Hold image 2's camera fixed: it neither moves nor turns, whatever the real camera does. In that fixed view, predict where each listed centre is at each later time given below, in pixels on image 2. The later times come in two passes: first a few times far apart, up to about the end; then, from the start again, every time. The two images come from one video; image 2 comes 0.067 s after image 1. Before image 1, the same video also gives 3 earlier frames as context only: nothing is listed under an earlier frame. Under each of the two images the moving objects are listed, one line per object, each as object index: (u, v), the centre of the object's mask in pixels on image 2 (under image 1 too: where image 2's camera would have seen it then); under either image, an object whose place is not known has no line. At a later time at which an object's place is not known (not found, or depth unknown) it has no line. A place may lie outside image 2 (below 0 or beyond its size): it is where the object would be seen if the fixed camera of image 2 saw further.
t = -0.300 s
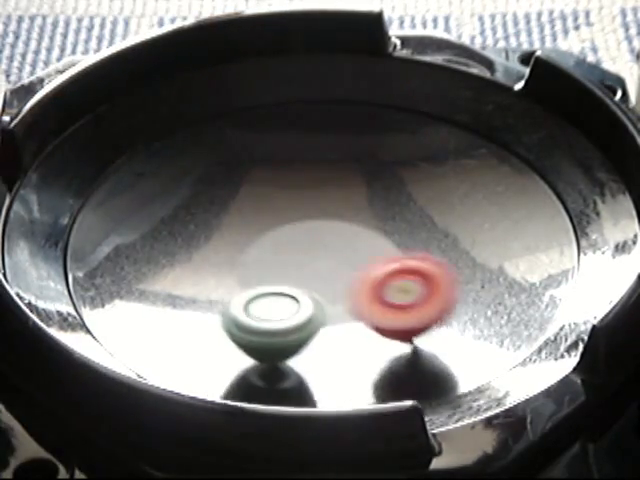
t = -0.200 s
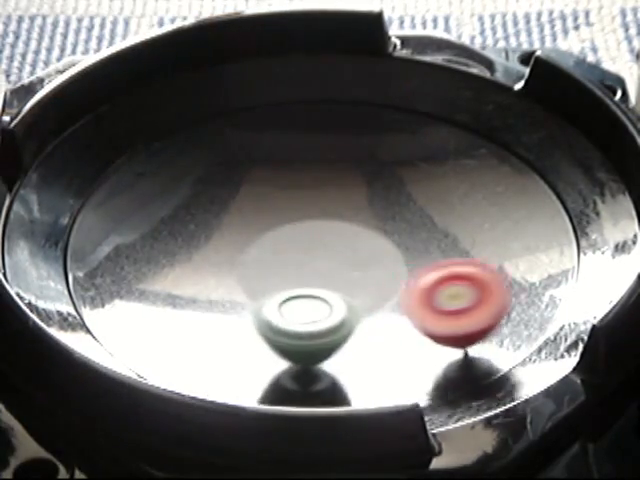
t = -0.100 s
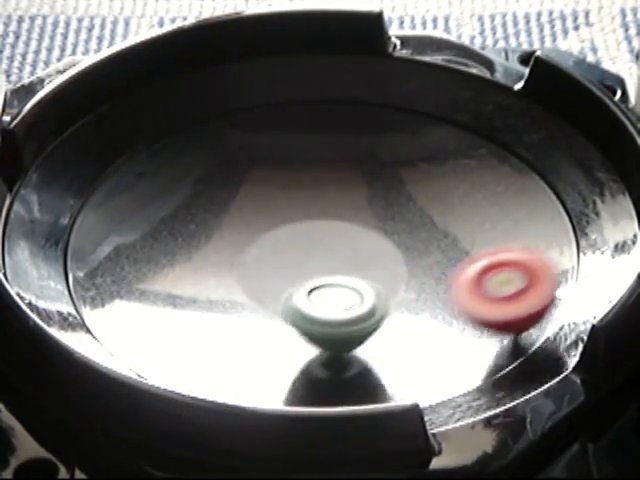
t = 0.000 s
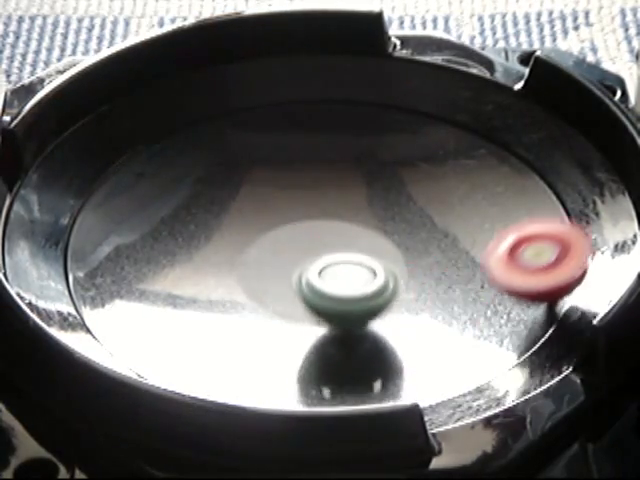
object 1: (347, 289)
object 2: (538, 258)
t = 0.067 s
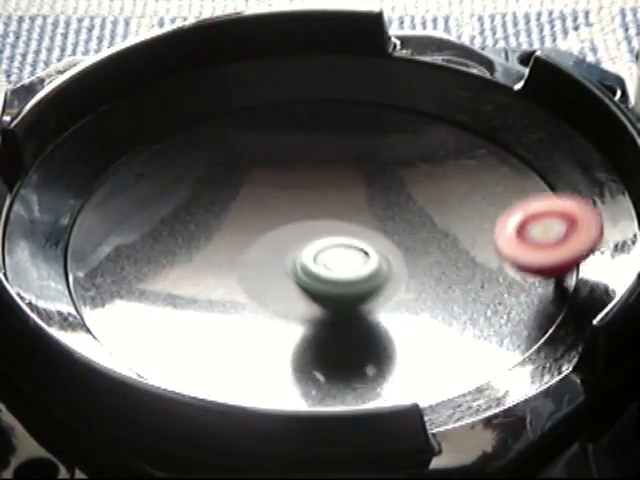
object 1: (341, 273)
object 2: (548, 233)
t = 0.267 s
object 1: (277, 234)
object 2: (475, 179)
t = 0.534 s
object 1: (159, 229)
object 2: (281, 201)
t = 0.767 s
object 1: (126, 278)
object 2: (266, 284)
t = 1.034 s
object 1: (243, 304)
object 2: (429, 331)
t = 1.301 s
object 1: (314, 230)
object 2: (490, 237)
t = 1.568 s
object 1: (230, 136)
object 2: (392, 181)
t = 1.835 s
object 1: (169, 159)
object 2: (321, 218)
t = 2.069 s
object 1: (234, 218)
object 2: (300, 279)
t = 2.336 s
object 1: (347, 195)
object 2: (387, 307)
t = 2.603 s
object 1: (388, 157)
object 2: (420, 259)
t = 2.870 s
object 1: (365, 157)
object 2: (340, 228)
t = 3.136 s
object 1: (363, 197)
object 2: (251, 236)
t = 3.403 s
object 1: (412, 236)
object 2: (216, 264)
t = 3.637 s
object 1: (430, 248)
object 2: (264, 279)
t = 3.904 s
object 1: (414, 251)
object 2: (290, 247)
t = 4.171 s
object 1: (370, 269)
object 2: (287, 211)
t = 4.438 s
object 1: (338, 287)
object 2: (284, 181)
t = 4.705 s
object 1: (306, 288)
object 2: (275, 176)
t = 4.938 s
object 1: (278, 277)
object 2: (283, 187)
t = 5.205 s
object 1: (266, 267)
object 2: (324, 193)
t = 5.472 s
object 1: (257, 251)
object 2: (367, 205)
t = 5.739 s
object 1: (262, 235)
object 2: (400, 219)
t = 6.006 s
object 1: (275, 220)
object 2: (401, 223)
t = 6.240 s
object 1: (291, 210)
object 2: (390, 240)
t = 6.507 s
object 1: (316, 202)
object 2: (368, 260)
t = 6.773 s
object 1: (344, 202)
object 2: (338, 276)
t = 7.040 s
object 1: (367, 214)
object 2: (307, 280)
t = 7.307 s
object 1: (381, 231)
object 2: (282, 274)
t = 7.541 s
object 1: (380, 245)
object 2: (267, 262)
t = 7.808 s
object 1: (368, 262)
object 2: (260, 242)
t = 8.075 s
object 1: (304, 289)
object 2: (250, 218)
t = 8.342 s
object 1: (313, 300)
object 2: (258, 201)
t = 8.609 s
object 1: (310, 260)
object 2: (288, 178)
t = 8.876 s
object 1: (239, 230)
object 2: (304, 162)
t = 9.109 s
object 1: (208, 238)
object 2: (309, 173)
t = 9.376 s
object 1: (284, 257)
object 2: (354, 194)
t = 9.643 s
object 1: (311, 246)
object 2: (412, 208)
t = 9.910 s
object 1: (259, 234)
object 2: (447, 228)
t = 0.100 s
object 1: (334, 265)
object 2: (547, 221)
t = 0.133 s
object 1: (325, 258)
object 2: (541, 210)
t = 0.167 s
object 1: (314, 251)
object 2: (531, 200)
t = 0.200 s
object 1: (302, 245)
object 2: (516, 191)
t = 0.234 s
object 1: (290, 239)
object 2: (497, 184)
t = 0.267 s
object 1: (277, 234)
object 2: (475, 179)
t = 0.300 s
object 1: (264, 229)
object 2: (450, 176)
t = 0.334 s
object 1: (251, 224)
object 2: (421, 175)
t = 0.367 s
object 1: (237, 221)
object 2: (391, 177)
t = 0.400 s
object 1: (225, 219)
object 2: (360, 180)
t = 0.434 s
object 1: (213, 220)
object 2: (330, 185)
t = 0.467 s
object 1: (202, 221)
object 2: (303, 190)
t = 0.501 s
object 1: (178, 224)
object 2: (291, 195)
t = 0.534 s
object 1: (159, 229)
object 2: (281, 201)
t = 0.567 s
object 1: (146, 235)
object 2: (271, 209)
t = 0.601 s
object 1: (138, 241)
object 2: (263, 218)
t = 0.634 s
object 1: (135, 249)
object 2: (255, 229)
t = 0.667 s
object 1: (135, 257)
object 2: (248, 242)
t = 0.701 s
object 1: (133, 264)
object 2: (247, 255)
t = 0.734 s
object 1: (127, 271)
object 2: (256, 269)
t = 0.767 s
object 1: (126, 278)
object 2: (266, 284)
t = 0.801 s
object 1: (132, 285)
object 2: (280, 297)
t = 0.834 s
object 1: (139, 291)
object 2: (295, 309)
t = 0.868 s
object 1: (152, 297)
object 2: (313, 318)
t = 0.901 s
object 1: (168, 302)
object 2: (333, 326)
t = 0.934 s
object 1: (186, 305)
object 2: (356, 331)
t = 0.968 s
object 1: (204, 307)
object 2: (378, 334)
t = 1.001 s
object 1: (224, 307)
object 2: (403, 334)
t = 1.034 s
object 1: (243, 304)
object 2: (429, 331)
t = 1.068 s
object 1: (260, 300)
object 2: (451, 325)
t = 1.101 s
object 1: (275, 292)
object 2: (469, 317)
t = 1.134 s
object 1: (288, 285)
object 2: (484, 307)
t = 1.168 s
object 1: (298, 275)
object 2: (495, 294)
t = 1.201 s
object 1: (305, 263)
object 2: (500, 281)
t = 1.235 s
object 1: (310, 252)
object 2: (502, 266)
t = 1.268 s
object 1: (313, 241)
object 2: (498, 251)
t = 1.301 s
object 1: (314, 230)
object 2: (490, 237)
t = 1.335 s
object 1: (314, 218)
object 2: (477, 223)
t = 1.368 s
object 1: (314, 207)
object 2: (460, 211)
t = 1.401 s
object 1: (312, 195)
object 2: (439, 199)
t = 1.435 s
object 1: (307, 184)
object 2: (415, 190)
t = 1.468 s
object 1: (296, 172)
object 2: (395, 182)
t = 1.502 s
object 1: (273, 157)
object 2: (395, 180)
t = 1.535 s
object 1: (249, 144)
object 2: (394, 179)
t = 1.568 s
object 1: (230, 136)
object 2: (392, 181)
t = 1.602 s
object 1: (215, 130)
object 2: (386, 182)
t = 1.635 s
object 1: (201, 127)
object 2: (378, 185)
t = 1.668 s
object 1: (190, 127)
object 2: (369, 190)
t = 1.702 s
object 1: (182, 130)
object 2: (358, 194)
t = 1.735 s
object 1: (174, 135)
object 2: (349, 200)
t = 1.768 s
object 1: (170, 141)
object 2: (339, 206)
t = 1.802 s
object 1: (168, 150)
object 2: (330, 212)
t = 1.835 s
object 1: (169, 159)
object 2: (321, 218)
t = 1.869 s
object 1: (174, 170)
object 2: (313, 225)
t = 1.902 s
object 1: (181, 183)
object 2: (305, 232)
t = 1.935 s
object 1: (190, 194)
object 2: (297, 239)
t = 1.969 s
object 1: (203, 205)
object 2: (291, 245)
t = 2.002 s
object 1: (211, 212)
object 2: (293, 256)
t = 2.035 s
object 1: (221, 215)
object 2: (296, 268)
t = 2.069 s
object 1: (234, 218)
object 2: (300, 279)
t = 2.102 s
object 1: (248, 220)
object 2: (305, 288)
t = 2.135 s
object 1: (262, 219)
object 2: (312, 295)
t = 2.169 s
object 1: (275, 216)
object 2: (322, 302)
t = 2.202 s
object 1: (290, 212)
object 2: (334, 306)
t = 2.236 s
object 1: (304, 208)
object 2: (347, 309)
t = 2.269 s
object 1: (318, 204)
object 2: (359, 310)
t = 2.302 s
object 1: (332, 199)
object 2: (374, 309)
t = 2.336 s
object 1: (347, 195)
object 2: (387, 307)
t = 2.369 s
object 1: (360, 190)
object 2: (398, 304)
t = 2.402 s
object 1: (370, 185)
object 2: (409, 299)
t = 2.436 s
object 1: (377, 180)
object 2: (417, 294)
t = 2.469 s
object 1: (381, 176)
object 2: (423, 287)
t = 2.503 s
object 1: (385, 171)
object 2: (426, 280)
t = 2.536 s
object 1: (387, 165)
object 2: (426, 273)
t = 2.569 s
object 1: (388, 160)
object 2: (424, 266)
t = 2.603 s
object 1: (388, 157)
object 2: (420, 259)
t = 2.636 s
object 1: (387, 154)
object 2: (414, 252)
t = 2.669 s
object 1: (385, 151)
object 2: (406, 246)
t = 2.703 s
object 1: (382, 150)
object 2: (396, 240)
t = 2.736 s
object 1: (379, 149)
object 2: (385, 236)
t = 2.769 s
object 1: (374, 150)
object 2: (375, 232)
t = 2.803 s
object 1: (371, 152)
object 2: (363, 230)
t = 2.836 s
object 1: (368, 154)
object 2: (353, 229)
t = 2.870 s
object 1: (365, 157)
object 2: (340, 228)
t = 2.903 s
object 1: (362, 161)
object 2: (329, 227)
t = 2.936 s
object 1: (362, 165)
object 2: (318, 228)
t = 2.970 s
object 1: (362, 170)
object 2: (306, 228)
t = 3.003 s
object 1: (362, 176)
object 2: (295, 229)
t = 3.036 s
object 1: (362, 183)
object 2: (284, 230)
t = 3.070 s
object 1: (361, 189)
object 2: (272, 232)
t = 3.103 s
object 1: (362, 193)
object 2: (261, 234)
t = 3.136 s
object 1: (363, 197)
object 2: (251, 236)
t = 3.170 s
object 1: (367, 201)
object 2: (240, 238)
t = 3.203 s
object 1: (373, 207)
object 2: (231, 241)
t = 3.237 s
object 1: (379, 212)
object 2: (224, 244)
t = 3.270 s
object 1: (387, 216)
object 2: (220, 247)
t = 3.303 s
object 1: (396, 223)
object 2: (216, 251)
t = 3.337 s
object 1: (403, 228)
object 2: (214, 255)
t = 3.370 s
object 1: (409, 232)
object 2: (214, 259)
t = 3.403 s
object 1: (412, 236)
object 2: (216, 264)
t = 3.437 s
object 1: (415, 239)
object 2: (219, 268)
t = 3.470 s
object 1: (417, 241)
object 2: (224, 272)
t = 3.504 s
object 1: (418, 241)
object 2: (230, 275)
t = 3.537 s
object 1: (421, 244)
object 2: (238, 277)
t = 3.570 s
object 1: (424, 245)
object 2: (247, 279)
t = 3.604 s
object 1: (427, 247)
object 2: (255, 279)
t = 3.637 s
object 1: (430, 248)
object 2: (264, 279)
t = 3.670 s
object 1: (433, 249)
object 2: (272, 277)
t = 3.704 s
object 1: (434, 250)
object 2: (280, 274)
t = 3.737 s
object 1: (434, 251)
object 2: (285, 271)
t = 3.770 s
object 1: (433, 250)
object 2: (288, 266)
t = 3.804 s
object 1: (429, 250)
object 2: (289, 261)
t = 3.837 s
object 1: (425, 250)
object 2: (290, 256)
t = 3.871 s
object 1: (420, 250)
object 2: (290, 251)
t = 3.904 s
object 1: (414, 251)
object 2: (290, 247)
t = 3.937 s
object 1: (409, 251)
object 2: (290, 242)
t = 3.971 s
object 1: (403, 252)
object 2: (290, 237)
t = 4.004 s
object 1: (396, 252)
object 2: (290, 233)
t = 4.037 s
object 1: (392, 253)
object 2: (290, 228)
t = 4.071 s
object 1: (389, 256)
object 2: (289, 224)
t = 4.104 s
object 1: (384, 259)
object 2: (288, 219)
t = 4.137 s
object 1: (378, 265)
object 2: (287, 215)
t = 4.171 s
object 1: (370, 269)
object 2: (287, 211)
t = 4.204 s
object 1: (364, 274)
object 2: (287, 206)
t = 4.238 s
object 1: (358, 277)
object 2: (286, 202)
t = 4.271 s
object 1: (353, 282)
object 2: (286, 198)
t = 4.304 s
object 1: (350, 285)
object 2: (286, 194)
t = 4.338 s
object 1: (346, 287)
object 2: (286, 191)
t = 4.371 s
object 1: (344, 288)
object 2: (286, 187)
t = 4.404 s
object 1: (341, 288)
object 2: (286, 184)
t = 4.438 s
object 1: (338, 287)
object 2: (284, 181)
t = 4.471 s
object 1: (336, 286)
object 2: (283, 180)
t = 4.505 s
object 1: (333, 286)
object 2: (281, 178)
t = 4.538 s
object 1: (331, 286)
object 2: (279, 176)
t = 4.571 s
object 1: (328, 285)
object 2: (277, 176)
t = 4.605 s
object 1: (327, 286)
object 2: (276, 175)
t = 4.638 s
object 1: (322, 287)
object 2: (275, 175)
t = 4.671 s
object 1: (315, 288)
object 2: (275, 175)
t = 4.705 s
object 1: (306, 288)
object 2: (275, 176)
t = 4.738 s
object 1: (300, 288)
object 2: (275, 177)
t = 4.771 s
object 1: (294, 287)
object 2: (276, 178)
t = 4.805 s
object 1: (289, 286)
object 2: (277, 180)
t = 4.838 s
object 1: (286, 284)
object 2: (278, 181)
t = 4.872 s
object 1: (282, 281)
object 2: (280, 183)
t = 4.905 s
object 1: (279, 279)
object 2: (281, 184)
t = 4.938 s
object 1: (278, 277)
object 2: (283, 187)
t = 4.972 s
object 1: (277, 276)
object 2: (286, 188)
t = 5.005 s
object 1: (276, 275)
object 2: (291, 188)
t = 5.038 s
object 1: (274, 273)
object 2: (296, 189)
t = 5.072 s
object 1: (272, 272)
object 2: (302, 190)
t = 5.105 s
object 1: (270, 271)
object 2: (308, 190)
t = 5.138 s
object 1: (269, 270)
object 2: (313, 191)
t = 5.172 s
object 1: (268, 269)
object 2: (319, 192)
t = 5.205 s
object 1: (266, 267)
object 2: (324, 193)
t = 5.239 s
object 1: (264, 266)
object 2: (329, 194)
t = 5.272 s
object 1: (262, 264)
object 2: (335, 196)
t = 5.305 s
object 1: (261, 262)
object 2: (340, 197)
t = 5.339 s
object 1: (259, 260)
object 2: (346, 198)
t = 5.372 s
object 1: (258, 258)
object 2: (351, 200)
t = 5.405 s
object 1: (258, 256)
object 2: (357, 202)
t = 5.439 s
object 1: (257, 254)
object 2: (361, 203)
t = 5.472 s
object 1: (257, 251)
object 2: (367, 205)
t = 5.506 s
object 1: (256, 249)
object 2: (372, 206)
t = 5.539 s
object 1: (257, 247)
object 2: (376, 208)
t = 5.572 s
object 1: (257, 245)
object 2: (381, 210)
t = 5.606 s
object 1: (258, 243)
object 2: (385, 212)
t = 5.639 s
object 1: (258, 241)
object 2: (389, 214)
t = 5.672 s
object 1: (259, 239)
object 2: (393, 216)
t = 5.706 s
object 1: (260, 236)
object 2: (397, 218)
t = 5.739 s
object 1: (262, 235)
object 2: (400, 219)
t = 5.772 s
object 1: (263, 233)
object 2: (401, 220)
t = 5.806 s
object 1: (265, 231)
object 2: (403, 221)
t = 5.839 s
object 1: (266, 229)
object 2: (403, 221)
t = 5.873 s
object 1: (268, 227)
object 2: (403, 221)
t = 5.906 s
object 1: (269, 225)
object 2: (403, 221)
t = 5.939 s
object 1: (271, 223)
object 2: (403, 222)
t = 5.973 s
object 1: (273, 221)
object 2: (402, 223)
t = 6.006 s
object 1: (275, 220)
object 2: (401, 223)
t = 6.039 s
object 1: (277, 218)
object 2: (399, 224)
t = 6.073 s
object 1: (279, 216)
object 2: (398, 226)
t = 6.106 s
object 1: (281, 214)
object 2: (396, 229)
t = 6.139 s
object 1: (284, 213)
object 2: (395, 232)
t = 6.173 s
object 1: (286, 211)
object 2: (394, 234)
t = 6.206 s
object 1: (289, 210)
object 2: (392, 237)
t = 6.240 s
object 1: (291, 210)
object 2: (390, 240)
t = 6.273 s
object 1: (295, 208)
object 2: (388, 243)
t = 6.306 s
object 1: (298, 207)
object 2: (386, 246)
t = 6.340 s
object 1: (301, 206)
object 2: (384, 248)
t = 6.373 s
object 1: (303, 205)
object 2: (381, 251)
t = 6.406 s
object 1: (307, 205)
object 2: (378, 253)
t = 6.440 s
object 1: (310, 203)
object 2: (375, 256)
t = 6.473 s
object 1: (313, 202)
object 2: (372, 258)
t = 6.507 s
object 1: (316, 202)
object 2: (368, 260)
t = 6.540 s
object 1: (319, 201)
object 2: (365, 263)
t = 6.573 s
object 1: (322, 201)
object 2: (361, 265)
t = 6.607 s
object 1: (326, 200)
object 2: (358, 267)
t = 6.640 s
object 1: (330, 200)
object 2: (354, 269)
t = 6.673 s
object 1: (333, 201)
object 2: (349, 271)
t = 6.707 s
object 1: (337, 200)
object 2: (346, 272)
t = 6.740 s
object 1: (341, 202)
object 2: (342, 274)
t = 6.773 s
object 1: (344, 202)
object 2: (338, 276)
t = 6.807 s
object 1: (347, 203)
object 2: (335, 277)
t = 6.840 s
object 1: (351, 204)
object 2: (330, 278)
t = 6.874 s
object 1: (354, 206)
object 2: (326, 279)
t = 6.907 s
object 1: (356, 207)
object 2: (321, 279)
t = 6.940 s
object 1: (359, 209)
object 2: (317, 280)
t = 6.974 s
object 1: (362, 211)
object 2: (314, 280)
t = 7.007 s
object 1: (365, 213)
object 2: (310, 280)
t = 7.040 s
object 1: (367, 214)
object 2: (307, 280)
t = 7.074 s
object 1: (370, 217)
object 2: (303, 280)
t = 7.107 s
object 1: (372, 218)
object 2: (301, 279)
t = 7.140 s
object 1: (374, 220)
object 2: (298, 279)
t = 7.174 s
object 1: (376, 222)
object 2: (294, 278)
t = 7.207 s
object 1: (378, 224)
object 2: (291, 278)
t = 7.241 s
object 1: (379, 226)
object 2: (288, 276)
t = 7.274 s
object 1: (380, 229)
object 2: (285, 275)
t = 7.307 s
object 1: (381, 231)
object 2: (282, 274)
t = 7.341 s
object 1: (381, 233)
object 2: (280, 273)
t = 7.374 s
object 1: (382, 235)
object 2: (277, 271)
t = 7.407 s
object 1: (382, 237)
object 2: (275, 270)
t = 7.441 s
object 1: (382, 239)
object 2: (273, 267)
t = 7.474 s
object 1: (381, 241)
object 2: (271, 266)
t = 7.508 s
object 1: (381, 243)
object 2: (269, 263)
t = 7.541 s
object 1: (380, 245)
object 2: (267, 262)
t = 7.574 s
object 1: (379, 247)
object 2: (266, 259)
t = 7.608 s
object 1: (378, 249)
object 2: (265, 257)
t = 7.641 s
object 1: (377, 251)
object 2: (264, 255)
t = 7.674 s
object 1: (375, 253)
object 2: (263, 252)
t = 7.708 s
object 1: (374, 255)
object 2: (263, 250)
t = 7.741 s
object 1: (372, 257)
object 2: (263, 248)
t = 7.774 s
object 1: (371, 259)
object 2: (262, 245)
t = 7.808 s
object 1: (368, 262)
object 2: (260, 242)
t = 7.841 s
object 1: (364, 264)
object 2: (258, 239)
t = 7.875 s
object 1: (358, 268)
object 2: (256, 236)
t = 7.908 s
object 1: (351, 270)
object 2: (254, 233)
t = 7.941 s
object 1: (345, 273)
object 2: (253, 230)
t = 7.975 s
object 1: (334, 278)
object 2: (251, 227)
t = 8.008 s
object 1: (323, 282)
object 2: (251, 224)
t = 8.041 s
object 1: (313, 285)
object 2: (250, 221)
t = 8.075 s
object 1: (304, 289)
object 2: (250, 218)
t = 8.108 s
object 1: (297, 292)
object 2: (250, 215)
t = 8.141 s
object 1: (294, 294)
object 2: (251, 212)
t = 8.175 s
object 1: (293, 297)
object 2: (252, 209)
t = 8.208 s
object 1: (295, 299)
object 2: (253, 207)
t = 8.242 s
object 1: (298, 301)
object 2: (254, 205)
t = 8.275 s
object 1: (302, 302)
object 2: (255, 204)
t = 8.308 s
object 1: (307, 302)
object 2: (257, 202)
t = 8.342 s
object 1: (313, 300)
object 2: (258, 201)
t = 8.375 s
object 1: (319, 298)
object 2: (261, 199)
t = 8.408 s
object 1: (324, 294)
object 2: (264, 198)
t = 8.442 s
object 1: (327, 288)
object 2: (266, 196)
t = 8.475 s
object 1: (328, 282)
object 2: (270, 195)
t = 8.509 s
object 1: (326, 274)
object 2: (274, 194)
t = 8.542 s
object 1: (322, 265)
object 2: (278, 192)
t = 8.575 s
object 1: (317, 261)
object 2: (283, 186)
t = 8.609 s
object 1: (310, 260)
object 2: (288, 178)
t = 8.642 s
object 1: (302, 258)
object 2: (292, 170)
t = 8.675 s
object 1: (295, 255)
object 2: (297, 166)
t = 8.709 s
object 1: (290, 251)
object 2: (301, 163)
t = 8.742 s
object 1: (280, 248)
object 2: (303, 161)
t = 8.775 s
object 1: (270, 243)
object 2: (304, 160)
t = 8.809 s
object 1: (259, 238)
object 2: (304, 160)
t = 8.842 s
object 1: (249, 234)
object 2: (304, 161)
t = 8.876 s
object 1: (239, 230)
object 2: (304, 162)
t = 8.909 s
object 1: (230, 227)
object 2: (303, 163)
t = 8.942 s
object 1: (223, 226)
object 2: (304, 164)
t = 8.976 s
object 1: (217, 226)
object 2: (304, 165)
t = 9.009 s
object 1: (212, 227)
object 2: (304, 167)
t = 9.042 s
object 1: (209, 230)
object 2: (305, 168)
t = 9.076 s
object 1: (207, 234)
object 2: (307, 171)
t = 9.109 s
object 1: (208, 238)
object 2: (309, 173)
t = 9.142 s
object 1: (211, 242)
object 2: (311, 176)
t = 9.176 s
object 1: (216, 247)
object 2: (314, 179)
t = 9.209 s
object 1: (225, 252)
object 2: (317, 182)
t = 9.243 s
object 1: (236, 256)
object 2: (320, 186)
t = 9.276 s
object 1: (252, 258)
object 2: (325, 188)
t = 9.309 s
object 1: (267, 258)
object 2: (332, 191)
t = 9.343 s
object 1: (279, 258)
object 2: (340, 194)
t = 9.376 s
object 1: (284, 257)
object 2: (354, 194)
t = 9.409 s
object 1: (283, 259)
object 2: (369, 196)
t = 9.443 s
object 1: (286, 258)
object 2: (383, 198)
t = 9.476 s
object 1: (290, 257)
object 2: (392, 199)
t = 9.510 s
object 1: (294, 256)
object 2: (398, 201)
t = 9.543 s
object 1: (299, 254)
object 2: (402, 202)
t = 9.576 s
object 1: (302, 253)
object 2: (406, 203)
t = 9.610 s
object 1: (307, 249)
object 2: (409, 205)
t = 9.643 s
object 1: (311, 246)
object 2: (412, 208)
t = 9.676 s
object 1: (310, 244)
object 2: (418, 210)
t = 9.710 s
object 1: (300, 242)
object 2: (428, 212)
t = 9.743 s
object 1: (292, 240)
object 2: (436, 214)
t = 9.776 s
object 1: (284, 239)
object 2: (441, 215)
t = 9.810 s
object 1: (277, 237)
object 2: (445, 218)
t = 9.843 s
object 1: (271, 236)
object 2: (448, 221)
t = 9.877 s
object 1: (264, 235)
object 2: (449, 225)
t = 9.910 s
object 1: (259, 234)
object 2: (447, 228)
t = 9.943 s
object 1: (254, 233)
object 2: (444, 230)
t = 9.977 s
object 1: (250, 233)
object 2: (440, 232)
